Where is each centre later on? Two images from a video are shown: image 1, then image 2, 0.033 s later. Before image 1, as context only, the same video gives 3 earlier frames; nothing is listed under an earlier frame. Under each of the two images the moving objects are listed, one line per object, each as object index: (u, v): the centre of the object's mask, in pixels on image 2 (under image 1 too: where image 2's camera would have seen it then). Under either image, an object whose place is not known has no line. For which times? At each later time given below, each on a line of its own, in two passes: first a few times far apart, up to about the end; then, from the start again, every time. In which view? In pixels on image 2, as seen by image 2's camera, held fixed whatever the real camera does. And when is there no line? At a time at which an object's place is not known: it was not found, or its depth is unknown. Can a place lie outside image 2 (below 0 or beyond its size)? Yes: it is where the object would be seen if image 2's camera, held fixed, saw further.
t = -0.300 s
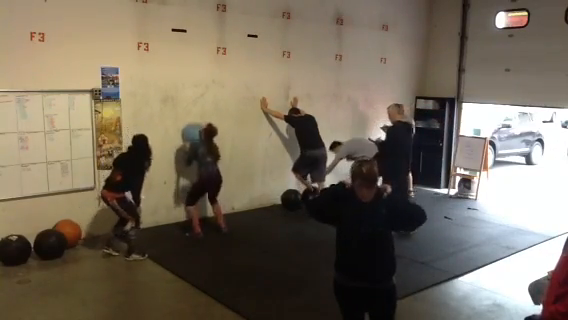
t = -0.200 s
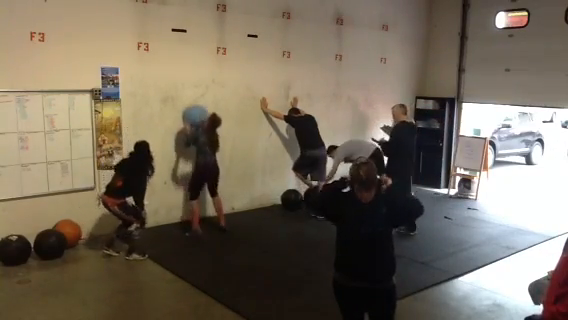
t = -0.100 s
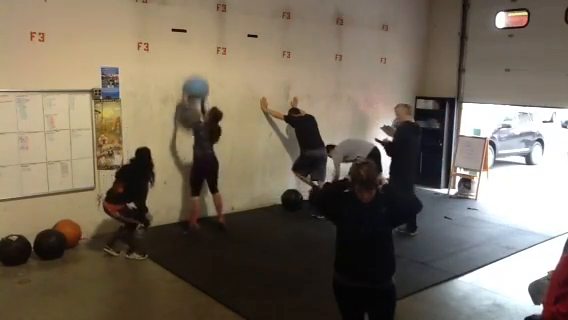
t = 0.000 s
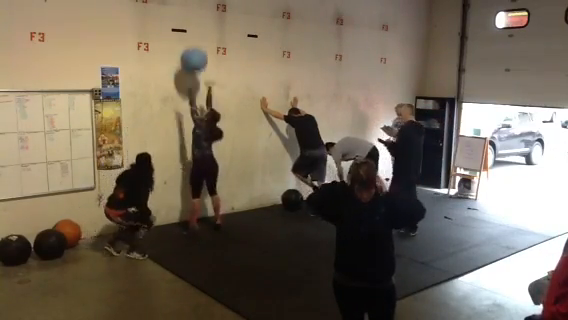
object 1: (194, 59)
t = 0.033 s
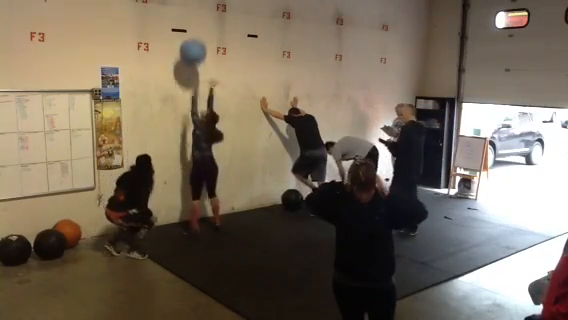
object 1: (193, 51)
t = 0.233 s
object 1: (188, 20)
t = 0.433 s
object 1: (183, 19)
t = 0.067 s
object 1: (192, 44)
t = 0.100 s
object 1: (191, 37)
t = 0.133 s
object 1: (190, 32)
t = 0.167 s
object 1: (190, 27)
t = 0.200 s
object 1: (189, 23)
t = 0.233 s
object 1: (188, 20)
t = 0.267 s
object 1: (188, 18)
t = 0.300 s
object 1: (187, 16)
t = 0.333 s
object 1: (185, 16)
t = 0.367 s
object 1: (184, 16)
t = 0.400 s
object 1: (184, 17)
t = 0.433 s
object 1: (183, 19)
